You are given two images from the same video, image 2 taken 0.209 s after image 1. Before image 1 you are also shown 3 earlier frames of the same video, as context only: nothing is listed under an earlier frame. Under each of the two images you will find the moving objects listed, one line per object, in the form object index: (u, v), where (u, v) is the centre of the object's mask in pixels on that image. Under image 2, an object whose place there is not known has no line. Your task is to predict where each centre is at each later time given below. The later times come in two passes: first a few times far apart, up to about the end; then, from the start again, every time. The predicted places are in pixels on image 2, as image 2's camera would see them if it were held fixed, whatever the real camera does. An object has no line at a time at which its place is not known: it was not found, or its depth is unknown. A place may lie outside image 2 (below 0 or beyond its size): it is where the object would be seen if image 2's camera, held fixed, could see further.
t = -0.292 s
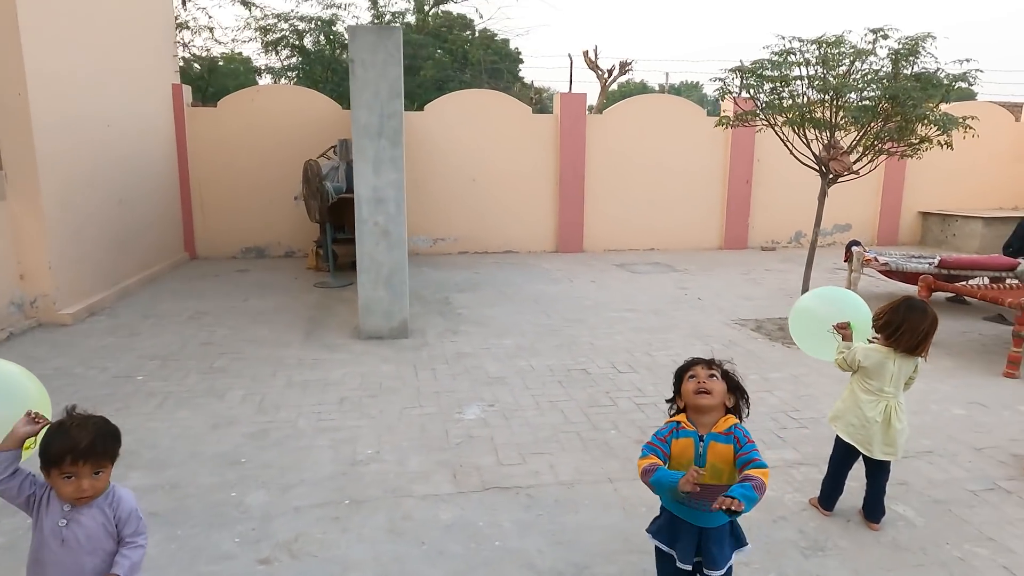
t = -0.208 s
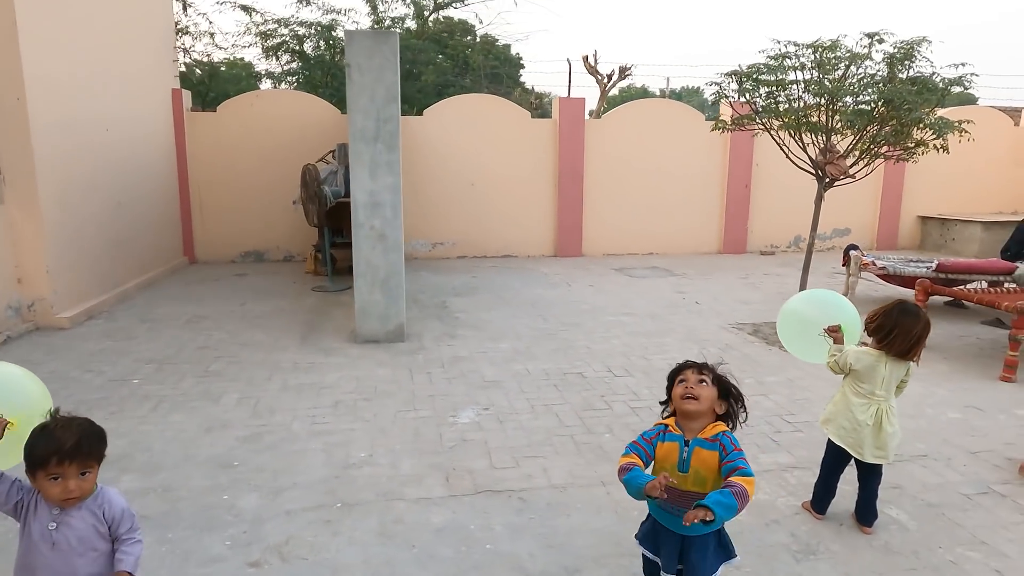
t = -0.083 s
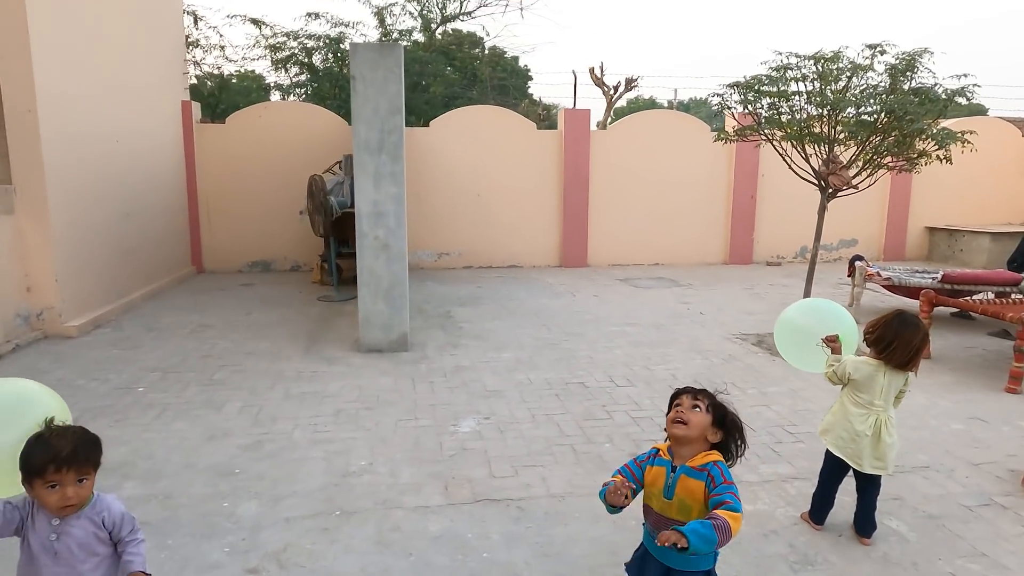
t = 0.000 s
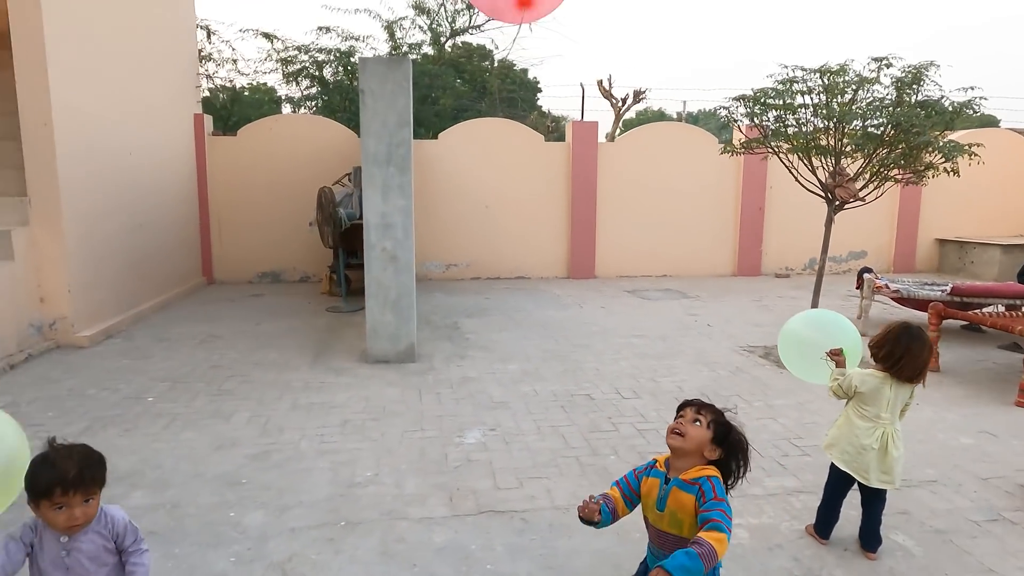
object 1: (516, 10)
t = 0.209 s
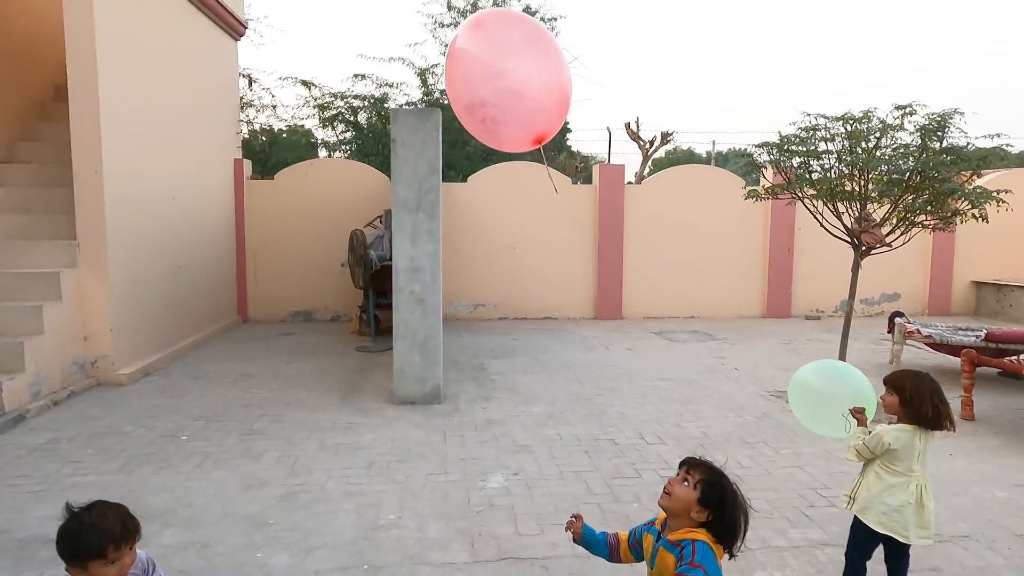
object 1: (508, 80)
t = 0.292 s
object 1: (498, 112)
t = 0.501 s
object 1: (480, 188)
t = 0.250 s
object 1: (502, 96)
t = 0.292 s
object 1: (498, 112)
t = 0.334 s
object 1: (494, 128)
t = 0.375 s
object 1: (490, 143)
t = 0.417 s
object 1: (486, 158)
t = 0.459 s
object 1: (483, 173)
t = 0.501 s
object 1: (480, 188)
